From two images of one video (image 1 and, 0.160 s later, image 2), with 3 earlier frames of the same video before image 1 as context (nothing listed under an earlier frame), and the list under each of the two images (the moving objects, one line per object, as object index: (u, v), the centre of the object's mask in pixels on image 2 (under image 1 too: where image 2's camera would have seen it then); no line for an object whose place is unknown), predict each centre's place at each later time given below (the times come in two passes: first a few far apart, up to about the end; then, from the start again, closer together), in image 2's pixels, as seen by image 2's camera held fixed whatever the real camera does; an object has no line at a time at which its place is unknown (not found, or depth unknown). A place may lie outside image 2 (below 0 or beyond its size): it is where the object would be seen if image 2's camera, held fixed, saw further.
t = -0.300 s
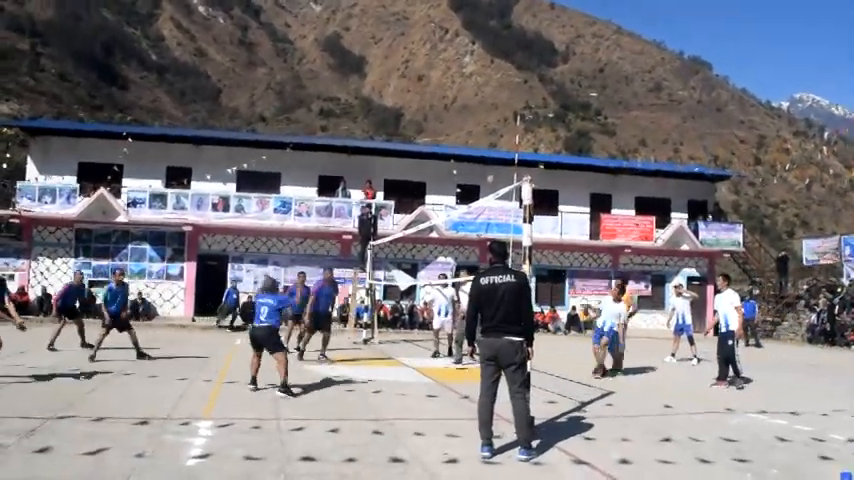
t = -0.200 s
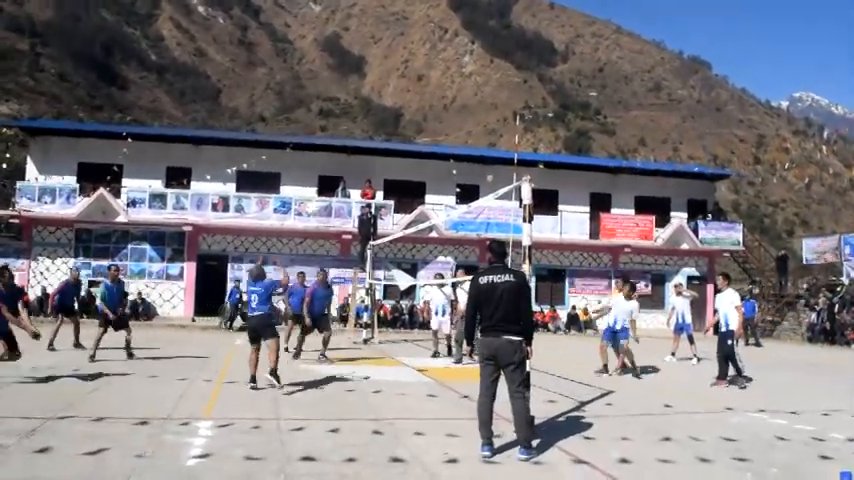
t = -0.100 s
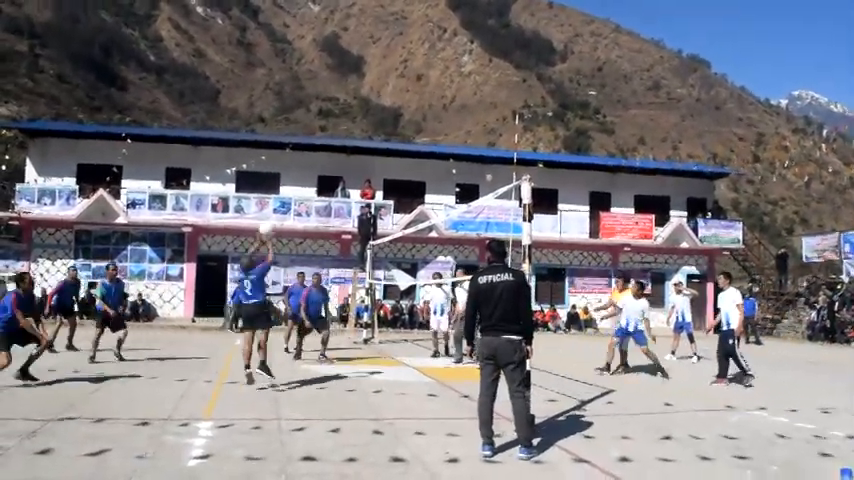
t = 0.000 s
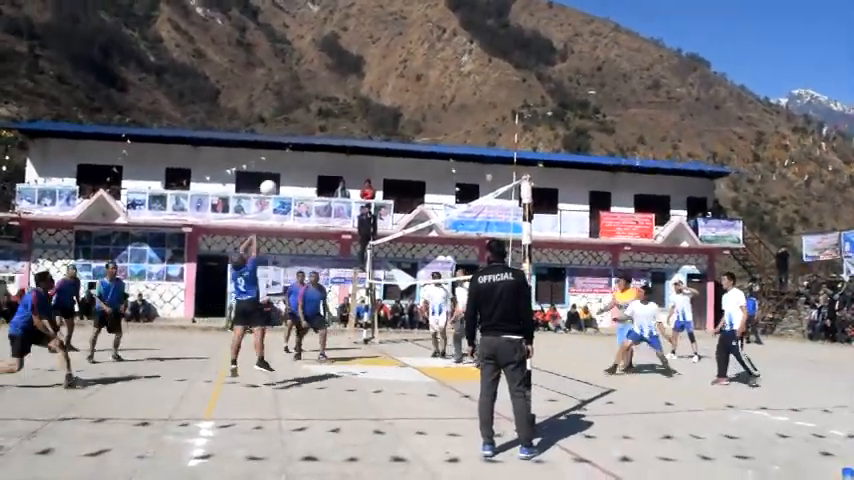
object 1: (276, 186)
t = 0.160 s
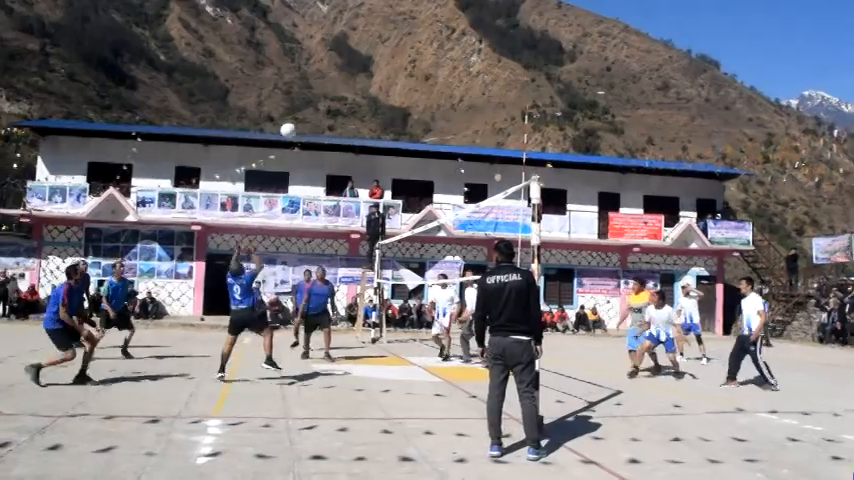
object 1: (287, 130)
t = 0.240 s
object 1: (292, 111)
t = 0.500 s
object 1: (304, 82)
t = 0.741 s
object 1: (311, 93)
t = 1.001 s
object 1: (317, 141)
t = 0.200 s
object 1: (290, 120)
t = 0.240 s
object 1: (292, 111)
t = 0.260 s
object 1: (293, 107)
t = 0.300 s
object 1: (295, 100)
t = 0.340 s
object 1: (297, 94)
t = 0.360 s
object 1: (298, 92)
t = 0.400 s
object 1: (300, 87)
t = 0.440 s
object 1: (302, 84)
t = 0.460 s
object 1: (302, 83)
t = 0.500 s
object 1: (304, 82)
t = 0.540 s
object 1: (305, 81)
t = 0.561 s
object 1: (306, 82)
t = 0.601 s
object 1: (308, 83)
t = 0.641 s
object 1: (309, 85)
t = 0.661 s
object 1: (309, 86)
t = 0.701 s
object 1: (310, 89)
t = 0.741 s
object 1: (311, 93)
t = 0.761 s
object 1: (312, 96)
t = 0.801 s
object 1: (313, 101)
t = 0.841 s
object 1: (314, 108)
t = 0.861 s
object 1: (314, 111)
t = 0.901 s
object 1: (315, 119)
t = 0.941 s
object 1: (316, 128)
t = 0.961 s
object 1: (316, 131)
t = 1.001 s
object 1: (317, 141)
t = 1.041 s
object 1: (318, 151)
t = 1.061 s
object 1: (318, 157)
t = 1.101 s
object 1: (319, 168)
